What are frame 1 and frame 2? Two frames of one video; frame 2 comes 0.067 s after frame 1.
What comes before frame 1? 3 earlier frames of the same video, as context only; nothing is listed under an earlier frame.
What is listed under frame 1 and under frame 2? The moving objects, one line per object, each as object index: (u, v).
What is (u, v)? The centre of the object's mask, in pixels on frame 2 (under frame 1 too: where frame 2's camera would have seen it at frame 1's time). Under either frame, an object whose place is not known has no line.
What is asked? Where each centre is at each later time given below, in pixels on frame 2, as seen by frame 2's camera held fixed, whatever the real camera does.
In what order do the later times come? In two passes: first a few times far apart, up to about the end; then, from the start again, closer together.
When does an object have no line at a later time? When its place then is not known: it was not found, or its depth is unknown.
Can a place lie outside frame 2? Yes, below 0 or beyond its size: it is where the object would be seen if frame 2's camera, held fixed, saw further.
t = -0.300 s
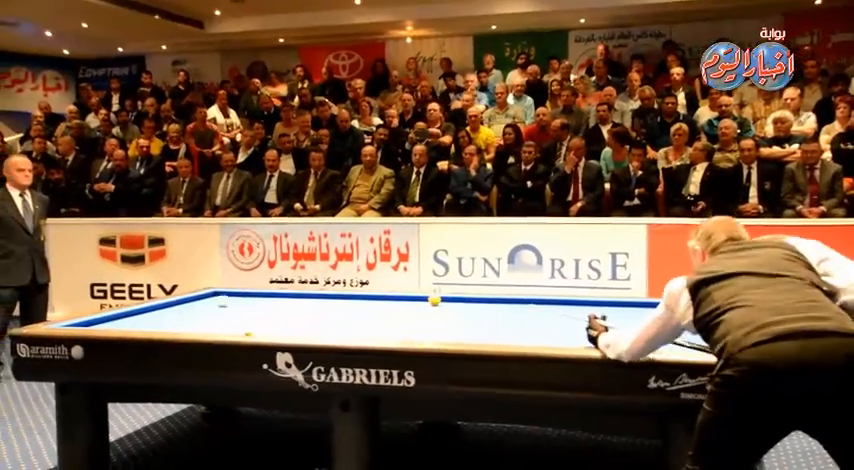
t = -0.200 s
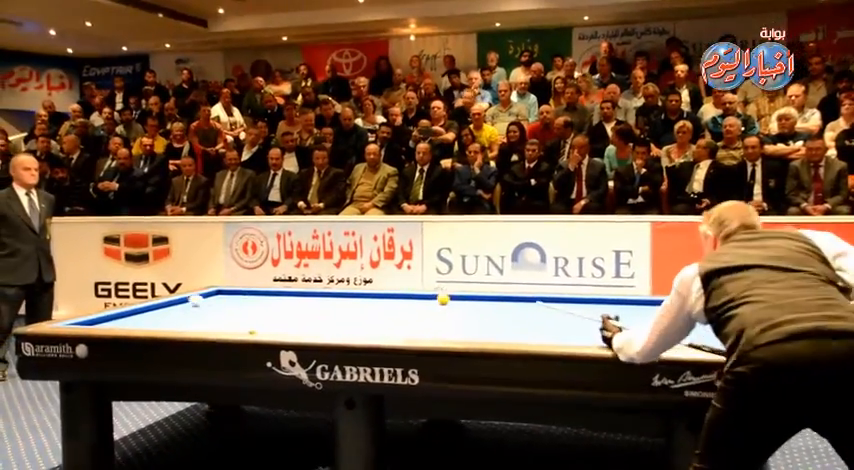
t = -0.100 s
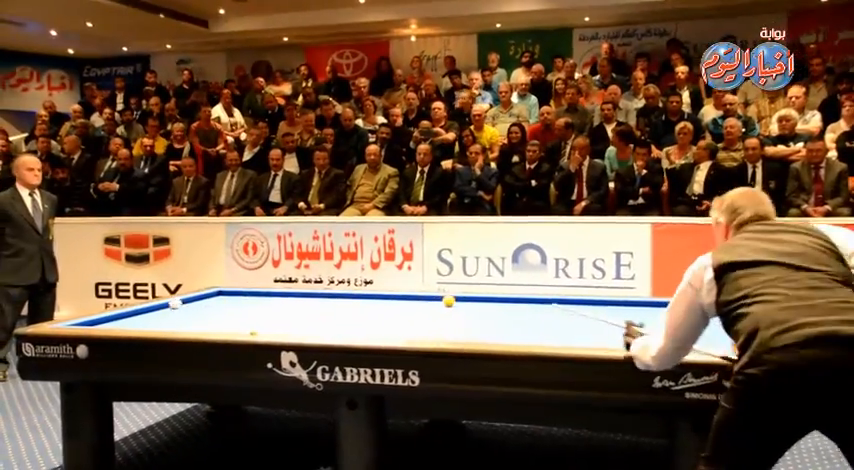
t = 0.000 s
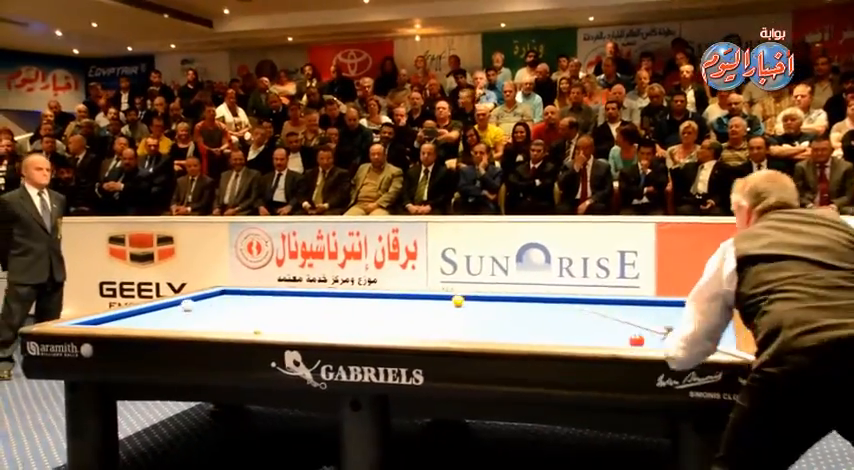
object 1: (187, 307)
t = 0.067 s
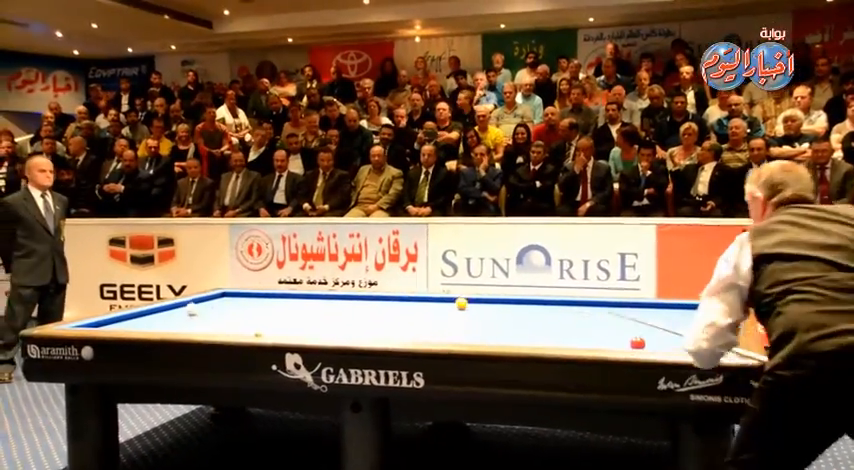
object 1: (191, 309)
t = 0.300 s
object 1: (202, 320)
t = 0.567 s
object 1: (216, 329)
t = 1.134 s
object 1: (305, 333)
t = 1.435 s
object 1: (367, 330)
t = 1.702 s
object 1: (418, 326)
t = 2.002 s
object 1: (473, 324)
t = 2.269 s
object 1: (520, 322)
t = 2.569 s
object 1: (570, 318)
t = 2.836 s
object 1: (613, 312)
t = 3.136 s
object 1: (659, 309)
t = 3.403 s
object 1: (698, 308)
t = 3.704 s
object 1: (698, 308)
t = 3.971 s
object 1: (677, 308)
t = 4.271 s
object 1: (654, 309)
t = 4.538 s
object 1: (632, 311)
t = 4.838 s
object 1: (609, 313)
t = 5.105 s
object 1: (591, 315)
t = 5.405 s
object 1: (567, 321)
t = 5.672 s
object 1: (548, 322)
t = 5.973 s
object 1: (527, 324)
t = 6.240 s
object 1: (508, 325)
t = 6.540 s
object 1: (488, 327)
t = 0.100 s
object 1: (193, 315)
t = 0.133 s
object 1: (193, 315)
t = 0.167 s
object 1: (196, 316)
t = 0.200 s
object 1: (198, 317)
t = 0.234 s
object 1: (199, 318)
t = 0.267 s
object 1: (200, 319)
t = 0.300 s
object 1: (202, 320)
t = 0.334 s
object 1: (204, 321)
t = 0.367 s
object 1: (206, 322)
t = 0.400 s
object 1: (207, 323)
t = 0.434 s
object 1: (209, 325)
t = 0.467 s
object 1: (210, 326)
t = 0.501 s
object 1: (212, 327)
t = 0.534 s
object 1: (214, 328)
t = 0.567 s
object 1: (216, 329)
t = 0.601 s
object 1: (217, 330)
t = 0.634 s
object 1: (219, 330)
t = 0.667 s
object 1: (218, 330)
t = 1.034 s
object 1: (283, 331)
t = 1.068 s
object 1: (291, 332)
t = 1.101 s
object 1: (297, 332)
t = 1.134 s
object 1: (305, 333)
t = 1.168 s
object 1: (312, 333)
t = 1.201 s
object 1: (319, 333)
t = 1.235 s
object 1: (326, 332)
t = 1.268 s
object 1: (333, 331)
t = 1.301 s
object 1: (340, 331)
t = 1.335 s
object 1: (346, 331)
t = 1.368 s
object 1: (353, 331)
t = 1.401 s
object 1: (359, 330)
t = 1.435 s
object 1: (367, 330)
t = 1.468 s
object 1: (373, 330)
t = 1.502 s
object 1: (380, 329)
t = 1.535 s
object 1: (386, 329)
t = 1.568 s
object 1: (392, 329)
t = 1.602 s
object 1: (399, 328)
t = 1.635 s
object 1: (405, 328)
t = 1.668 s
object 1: (412, 328)
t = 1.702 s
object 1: (418, 326)
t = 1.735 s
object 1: (424, 326)
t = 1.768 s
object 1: (430, 326)
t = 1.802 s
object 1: (437, 326)
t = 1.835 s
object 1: (443, 326)
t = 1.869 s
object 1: (449, 325)
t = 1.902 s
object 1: (455, 325)
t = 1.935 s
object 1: (460, 325)
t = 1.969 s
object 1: (468, 325)
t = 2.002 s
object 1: (473, 324)
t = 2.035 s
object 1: (479, 323)
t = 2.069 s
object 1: (485, 323)
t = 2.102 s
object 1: (491, 323)
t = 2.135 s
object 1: (497, 323)
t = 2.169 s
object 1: (503, 322)
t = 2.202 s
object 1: (508, 322)
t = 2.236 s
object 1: (514, 322)
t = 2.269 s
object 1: (520, 322)
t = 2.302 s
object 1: (526, 319)
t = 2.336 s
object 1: (532, 321)
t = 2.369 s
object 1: (537, 319)
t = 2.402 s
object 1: (543, 319)
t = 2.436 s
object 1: (548, 320)
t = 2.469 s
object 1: (554, 319)
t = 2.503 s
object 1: (559, 319)
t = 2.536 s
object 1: (565, 318)
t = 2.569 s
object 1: (570, 318)
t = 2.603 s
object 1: (576, 318)
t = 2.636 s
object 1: (580, 317)
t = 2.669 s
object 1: (586, 317)
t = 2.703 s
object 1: (591, 313)
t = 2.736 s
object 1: (597, 313)
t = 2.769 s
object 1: (602, 312)
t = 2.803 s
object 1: (608, 312)
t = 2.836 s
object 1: (613, 312)
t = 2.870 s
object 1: (618, 311)
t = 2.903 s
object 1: (623, 311)
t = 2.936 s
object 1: (628, 311)
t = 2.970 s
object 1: (633, 310)
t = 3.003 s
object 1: (638, 310)
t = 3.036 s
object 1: (643, 310)
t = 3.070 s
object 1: (648, 310)
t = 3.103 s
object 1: (654, 309)
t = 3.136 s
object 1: (659, 309)
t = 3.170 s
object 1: (664, 309)
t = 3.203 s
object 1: (669, 309)
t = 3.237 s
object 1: (674, 308)
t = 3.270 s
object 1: (679, 308)
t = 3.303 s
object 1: (683, 308)
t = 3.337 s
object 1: (688, 307)
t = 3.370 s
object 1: (694, 308)
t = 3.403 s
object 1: (698, 308)
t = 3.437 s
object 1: (703, 307)
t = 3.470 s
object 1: (708, 307)
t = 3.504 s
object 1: (712, 307)
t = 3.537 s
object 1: (713, 307)
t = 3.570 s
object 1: (710, 307)
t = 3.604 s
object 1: (706, 307)
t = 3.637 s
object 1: (703, 307)
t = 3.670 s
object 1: (700, 308)
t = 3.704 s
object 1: (698, 308)
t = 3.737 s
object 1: (695, 307)
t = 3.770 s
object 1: (693, 308)
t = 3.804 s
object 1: (690, 307)
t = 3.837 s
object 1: (688, 308)
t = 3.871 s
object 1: (685, 308)
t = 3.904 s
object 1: (682, 308)
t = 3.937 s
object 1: (680, 308)
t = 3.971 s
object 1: (677, 308)
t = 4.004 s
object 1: (674, 308)
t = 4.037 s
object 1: (672, 308)
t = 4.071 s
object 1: (669, 308)
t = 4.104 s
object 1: (667, 308)
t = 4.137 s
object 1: (664, 309)
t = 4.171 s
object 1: (661, 309)
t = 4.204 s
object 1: (658, 309)
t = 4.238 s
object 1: (656, 309)
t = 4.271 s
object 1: (654, 309)
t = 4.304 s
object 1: (651, 310)
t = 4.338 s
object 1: (648, 310)
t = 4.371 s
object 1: (645, 310)
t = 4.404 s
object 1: (643, 310)
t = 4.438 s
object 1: (640, 310)
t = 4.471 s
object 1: (638, 310)
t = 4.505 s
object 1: (635, 311)
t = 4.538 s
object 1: (632, 311)
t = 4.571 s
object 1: (631, 311)
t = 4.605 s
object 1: (628, 311)
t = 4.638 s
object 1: (625, 312)
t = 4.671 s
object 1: (623, 312)
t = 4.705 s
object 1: (619, 312)
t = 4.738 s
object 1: (617, 312)
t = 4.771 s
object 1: (614, 313)
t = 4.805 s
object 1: (613, 313)
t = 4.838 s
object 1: (609, 313)
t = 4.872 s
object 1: (608, 313)
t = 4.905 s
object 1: (605, 314)
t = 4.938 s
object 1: (603, 314)
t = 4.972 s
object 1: (600, 314)
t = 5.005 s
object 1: (598, 314)
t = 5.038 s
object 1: (594, 316)
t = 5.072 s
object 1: (594, 315)
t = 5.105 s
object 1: (591, 315)
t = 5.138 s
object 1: (588, 317)
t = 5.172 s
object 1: (587, 317)
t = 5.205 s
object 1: (583, 318)
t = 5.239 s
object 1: (581, 318)
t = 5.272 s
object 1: (578, 318)
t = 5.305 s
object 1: (575, 319)
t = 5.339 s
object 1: (572, 320)
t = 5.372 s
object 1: (570, 320)
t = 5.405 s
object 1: (567, 321)
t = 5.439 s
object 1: (564, 321)
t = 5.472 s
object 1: (562, 319)
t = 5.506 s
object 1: (560, 321)
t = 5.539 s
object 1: (558, 321)
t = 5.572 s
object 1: (555, 321)
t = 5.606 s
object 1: (553, 321)
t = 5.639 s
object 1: (550, 322)
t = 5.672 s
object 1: (548, 322)
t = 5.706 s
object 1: (546, 322)
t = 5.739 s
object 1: (543, 323)
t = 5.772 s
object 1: (541, 323)
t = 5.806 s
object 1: (538, 323)
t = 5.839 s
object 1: (536, 323)
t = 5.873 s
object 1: (534, 323)
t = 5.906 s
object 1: (532, 324)
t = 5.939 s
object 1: (529, 323)
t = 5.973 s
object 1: (527, 324)
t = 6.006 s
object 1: (524, 323)
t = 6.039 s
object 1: (522, 324)
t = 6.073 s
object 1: (520, 324)
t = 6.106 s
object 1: (517, 324)
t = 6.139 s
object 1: (515, 325)
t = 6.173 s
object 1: (513, 325)
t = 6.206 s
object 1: (511, 325)
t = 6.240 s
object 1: (508, 325)
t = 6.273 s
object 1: (506, 325)
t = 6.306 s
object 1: (504, 325)
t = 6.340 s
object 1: (502, 325)
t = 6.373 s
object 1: (499, 326)
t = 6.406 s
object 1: (497, 325)
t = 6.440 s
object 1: (495, 325)
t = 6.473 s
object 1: (493, 326)
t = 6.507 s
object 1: (490, 326)
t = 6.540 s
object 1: (488, 327)
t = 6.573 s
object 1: (486, 326)
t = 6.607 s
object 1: (484, 326)
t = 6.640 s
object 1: (482, 327)
